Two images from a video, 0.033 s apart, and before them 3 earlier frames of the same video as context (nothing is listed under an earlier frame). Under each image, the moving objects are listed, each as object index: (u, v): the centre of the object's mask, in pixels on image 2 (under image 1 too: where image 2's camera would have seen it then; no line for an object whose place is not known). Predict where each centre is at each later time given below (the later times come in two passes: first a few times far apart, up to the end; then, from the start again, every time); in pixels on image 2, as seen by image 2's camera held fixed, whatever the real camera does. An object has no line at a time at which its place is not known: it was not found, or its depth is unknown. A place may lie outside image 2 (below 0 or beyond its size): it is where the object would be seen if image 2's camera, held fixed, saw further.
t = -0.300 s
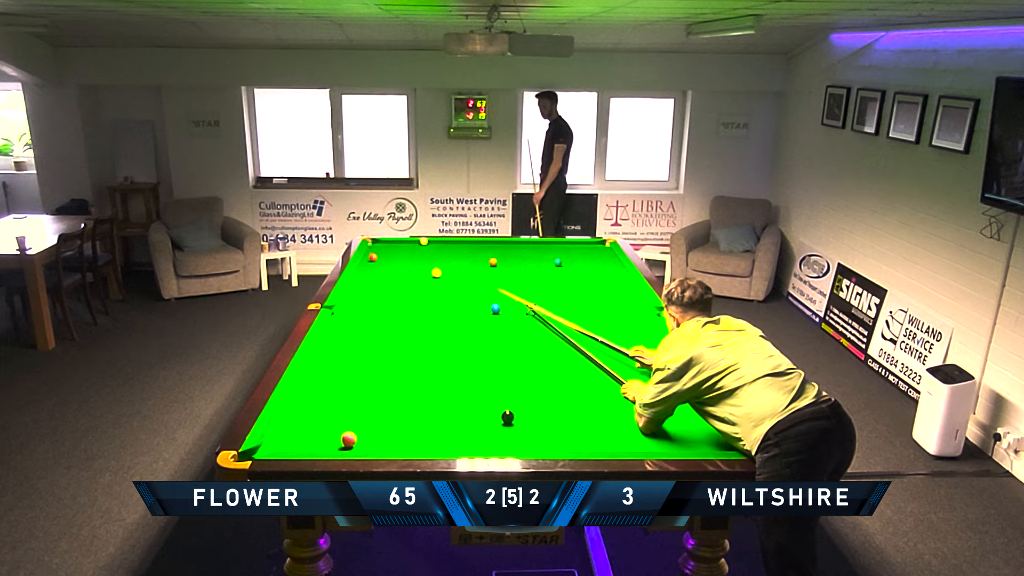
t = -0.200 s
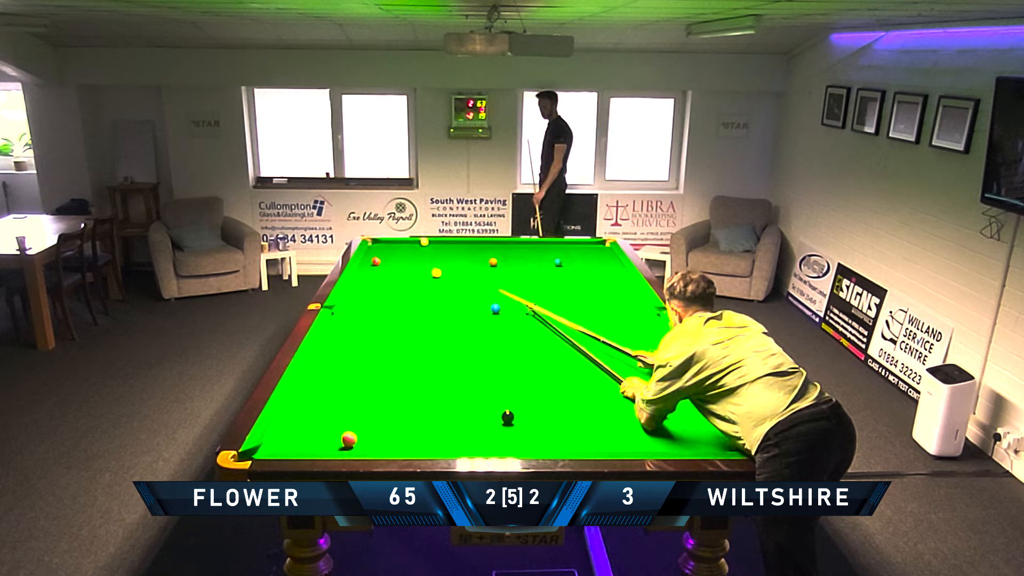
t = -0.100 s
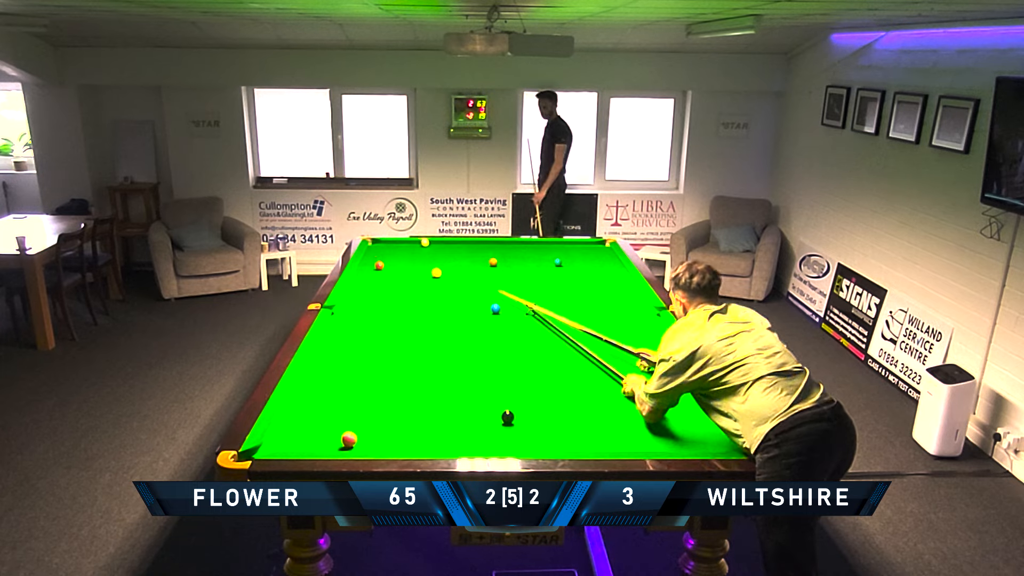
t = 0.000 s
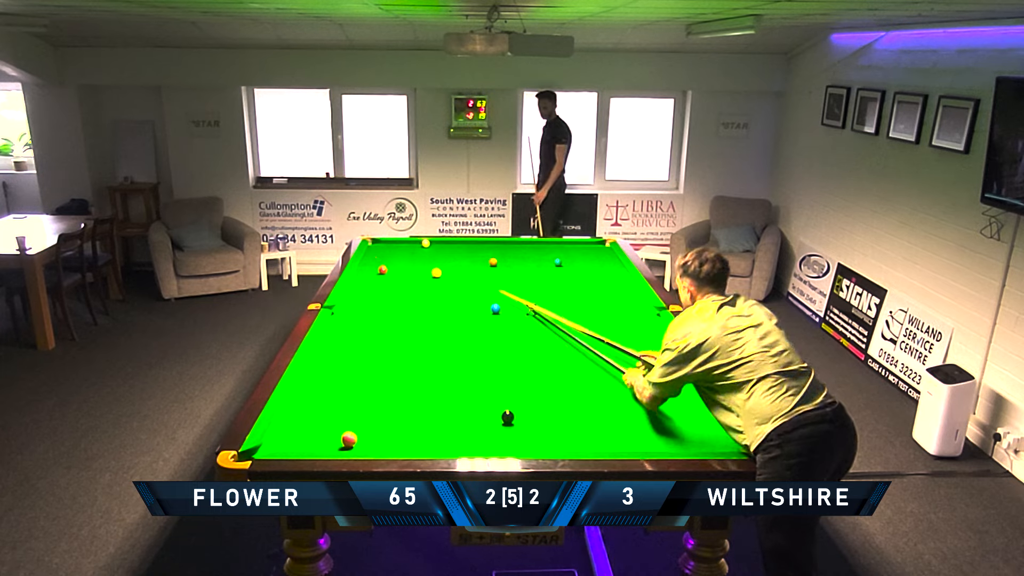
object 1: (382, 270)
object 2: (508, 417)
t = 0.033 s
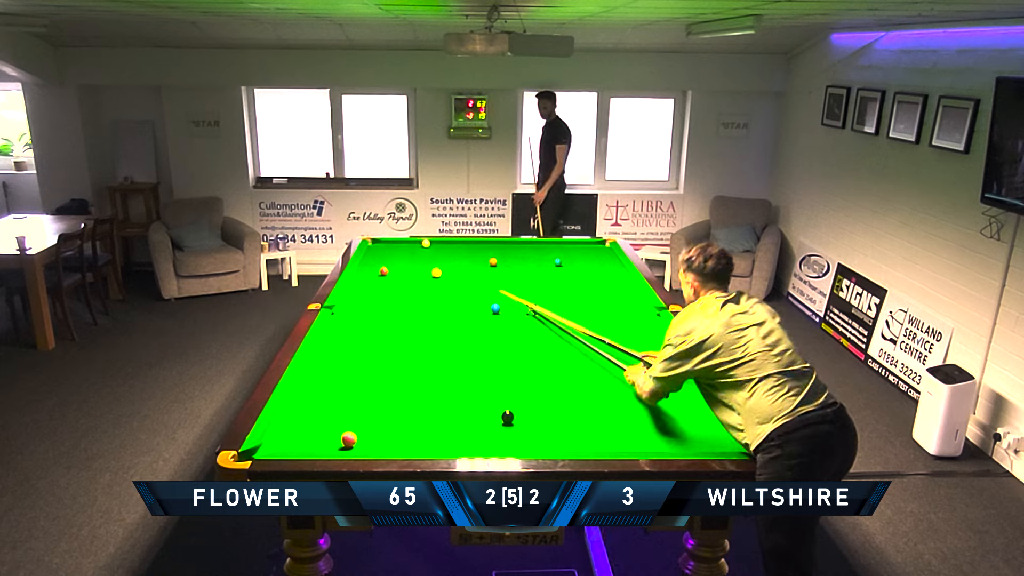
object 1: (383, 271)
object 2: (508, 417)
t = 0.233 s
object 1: (391, 280)
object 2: (508, 417)
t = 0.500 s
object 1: (401, 293)
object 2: (508, 417)
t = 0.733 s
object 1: (411, 306)
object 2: (508, 417)
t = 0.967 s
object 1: (422, 319)
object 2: (508, 417)
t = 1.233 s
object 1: (436, 336)
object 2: (508, 417)
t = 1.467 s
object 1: (449, 352)
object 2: (508, 417)
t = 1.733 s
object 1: (467, 373)
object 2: (508, 417)
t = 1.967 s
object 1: (483, 392)
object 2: (508, 417)
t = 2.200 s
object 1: (498, 412)
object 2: (510, 419)
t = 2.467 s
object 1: (493, 421)
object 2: (537, 436)
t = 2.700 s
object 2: (560, 447)
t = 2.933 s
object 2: (572, 443)
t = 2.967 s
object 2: (574, 442)
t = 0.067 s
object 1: (385, 273)
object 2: (508, 417)
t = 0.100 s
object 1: (386, 274)
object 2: (508, 417)
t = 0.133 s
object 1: (387, 276)
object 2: (508, 417)
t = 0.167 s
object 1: (388, 277)
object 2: (508, 417)
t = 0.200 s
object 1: (389, 279)
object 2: (508, 417)
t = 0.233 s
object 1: (391, 280)
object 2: (508, 417)
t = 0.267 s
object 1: (392, 282)
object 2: (507, 417)
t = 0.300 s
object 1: (393, 283)
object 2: (508, 417)
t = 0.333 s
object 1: (395, 285)
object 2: (508, 417)
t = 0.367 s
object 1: (396, 287)
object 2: (508, 417)
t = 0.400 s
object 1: (397, 288)
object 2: (508, 417)
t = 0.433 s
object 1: (399, 290)
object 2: (508, 417)
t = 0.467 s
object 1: (400, 292)
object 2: (508, 417)
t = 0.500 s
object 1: (401, 293)
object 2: (508, 417)
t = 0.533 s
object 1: (403, 295)
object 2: (508, 417)
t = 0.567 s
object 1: (404, 297)
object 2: (508, 417)
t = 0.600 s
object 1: (405, 299)
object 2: (508, 417)
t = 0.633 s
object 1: (407, 300)
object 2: (508, 417)
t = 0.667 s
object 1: (408, 302)
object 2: (508, 417)
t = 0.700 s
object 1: (410, 304)
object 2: (508, 417)
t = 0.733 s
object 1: (411, 306)
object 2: (508, 417)
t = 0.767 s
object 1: (413, 307)
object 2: (508, 417)
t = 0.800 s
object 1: (414, 309)
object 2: (508, 417)
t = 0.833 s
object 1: (416, 311)
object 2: (508, 417)
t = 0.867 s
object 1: (417, 313)
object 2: (508, 417)
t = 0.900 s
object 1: (419, 315)
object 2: (508, 417)
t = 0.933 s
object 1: (421, 317)
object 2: (508, 417)
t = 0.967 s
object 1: (422, 319)
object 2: (508, 417)
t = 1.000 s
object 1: (424, 321)
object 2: (508, 417)
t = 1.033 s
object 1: (426, 323)
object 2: (508, 417)
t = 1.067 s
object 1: (427, 325)
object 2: (508, 417)
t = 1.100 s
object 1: (429, 327)
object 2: (508, 417)
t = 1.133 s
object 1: (431, 330)
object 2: (508, 417)
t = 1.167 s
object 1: (433, 332)
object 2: (508, 417)
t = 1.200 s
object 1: (434, 334)
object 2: (508, 417)
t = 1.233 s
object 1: (436, 336)
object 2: (508, 417)
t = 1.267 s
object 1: (438, 339)
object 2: (508, 417)
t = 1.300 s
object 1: (440, 341)
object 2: (508, 417)
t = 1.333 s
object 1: (442, 343)
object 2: (508, 417)
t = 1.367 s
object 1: (443, 345)
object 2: (508, 417)
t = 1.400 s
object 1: (445, 348)
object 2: (508, 417)
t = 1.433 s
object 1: (447, 350)
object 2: (508, 417)
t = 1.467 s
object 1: (449, 352)
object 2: (508, 417)
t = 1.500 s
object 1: (451, 354)
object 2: (507, 417)
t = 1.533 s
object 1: (454, 357)
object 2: (508, 417)
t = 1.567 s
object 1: (456, 360)
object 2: (508, 417)
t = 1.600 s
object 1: (458, 362)
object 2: (508, 417)
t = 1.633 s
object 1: (460, 365)
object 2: (508, 417)
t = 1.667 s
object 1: (462, 367)
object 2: (508, 417)
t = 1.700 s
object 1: (464, 370)
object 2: (508, 417)
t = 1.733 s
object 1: (467, 373)
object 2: (508, 417)
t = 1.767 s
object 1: (469, 375)
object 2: (508, 417)
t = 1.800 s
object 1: (471, 378)
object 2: (508, 417)
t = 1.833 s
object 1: (473, 381)
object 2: (508, 417)
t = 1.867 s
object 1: (476, 384)
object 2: (508, 417)
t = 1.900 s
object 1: (478, 386)
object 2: (508, 417)
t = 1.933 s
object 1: (480, 389)
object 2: (508, 417)
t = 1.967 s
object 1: (483, 392)
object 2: (508, 417)
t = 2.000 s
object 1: (486, 396)
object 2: (508, 417)
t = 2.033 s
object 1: (488, 398)
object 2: (508, 417)
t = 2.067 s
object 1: (491, 402)
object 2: (508, 417)
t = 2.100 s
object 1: (493, 405)
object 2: (508, 417)
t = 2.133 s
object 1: (496, 408)
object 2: (508, 418)
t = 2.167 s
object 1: (498, 411)
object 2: (508, 417)
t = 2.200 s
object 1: (498, 412)
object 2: (510, 419)
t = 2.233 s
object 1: (497, 413)
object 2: (514, 422)
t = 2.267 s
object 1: (496, 414)
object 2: (518, 424)
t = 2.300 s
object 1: (496, 415)
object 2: (521, 426)
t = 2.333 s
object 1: (495, 417)
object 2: (525, 428)
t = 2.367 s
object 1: (495, 418)
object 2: (528, 430)
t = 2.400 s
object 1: (494, 419)
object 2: (531, 432)
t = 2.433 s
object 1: (494, 420)
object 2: (534, 434)
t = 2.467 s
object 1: (493, 421)
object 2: (537, 436)
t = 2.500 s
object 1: (493, 423)
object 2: (540, 438)
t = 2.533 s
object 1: (492, 424)
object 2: (544, 440)
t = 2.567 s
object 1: (492, 425)
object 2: (547, 442)
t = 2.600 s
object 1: (491, 426)
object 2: (550, 443)
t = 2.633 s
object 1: (491, 428)
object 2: (553, 445)
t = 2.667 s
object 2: (557, 446)
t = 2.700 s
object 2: (560, 447)
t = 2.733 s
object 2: (562, 447)
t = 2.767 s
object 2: (564, 446)
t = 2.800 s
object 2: (566, 446)
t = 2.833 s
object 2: (567, 445)
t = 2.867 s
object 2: (569, 444)
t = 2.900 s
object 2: (571, 444)
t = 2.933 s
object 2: (572, 443)
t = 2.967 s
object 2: (574, 442)
